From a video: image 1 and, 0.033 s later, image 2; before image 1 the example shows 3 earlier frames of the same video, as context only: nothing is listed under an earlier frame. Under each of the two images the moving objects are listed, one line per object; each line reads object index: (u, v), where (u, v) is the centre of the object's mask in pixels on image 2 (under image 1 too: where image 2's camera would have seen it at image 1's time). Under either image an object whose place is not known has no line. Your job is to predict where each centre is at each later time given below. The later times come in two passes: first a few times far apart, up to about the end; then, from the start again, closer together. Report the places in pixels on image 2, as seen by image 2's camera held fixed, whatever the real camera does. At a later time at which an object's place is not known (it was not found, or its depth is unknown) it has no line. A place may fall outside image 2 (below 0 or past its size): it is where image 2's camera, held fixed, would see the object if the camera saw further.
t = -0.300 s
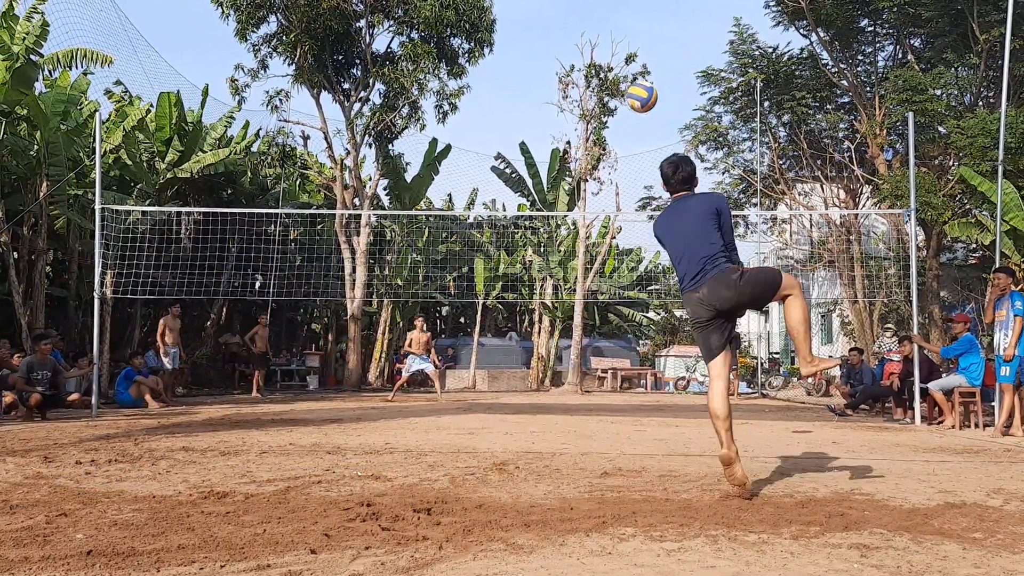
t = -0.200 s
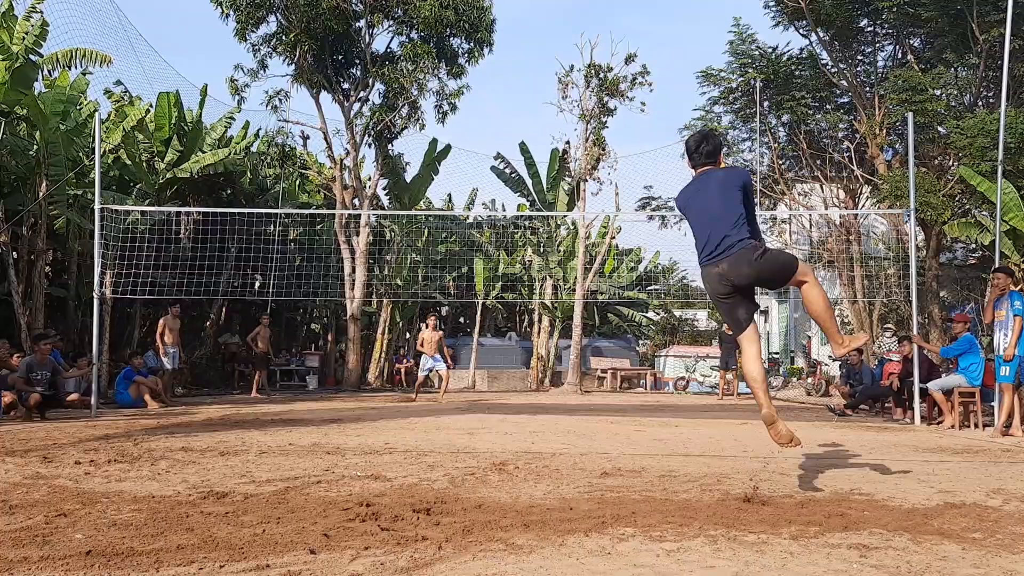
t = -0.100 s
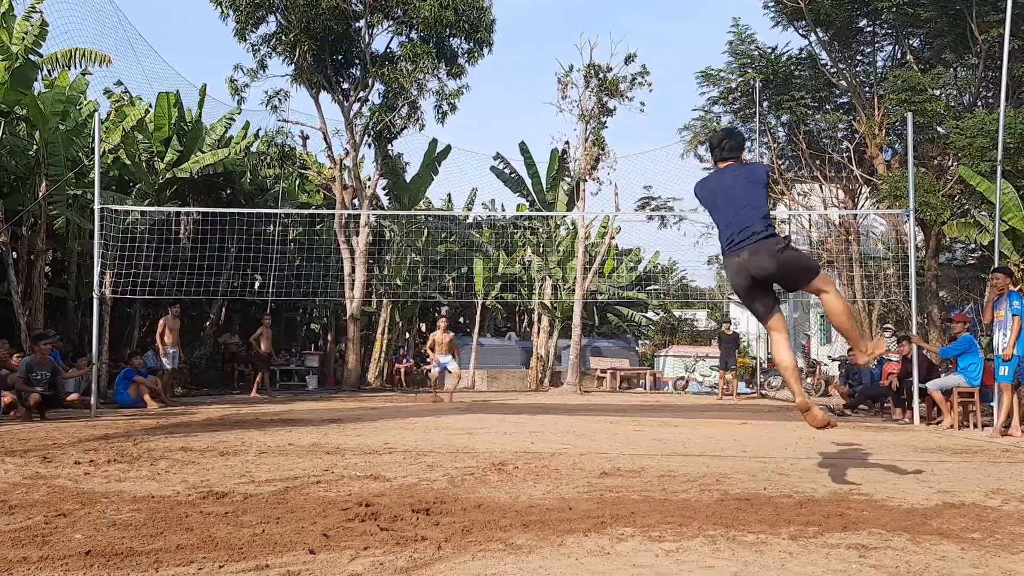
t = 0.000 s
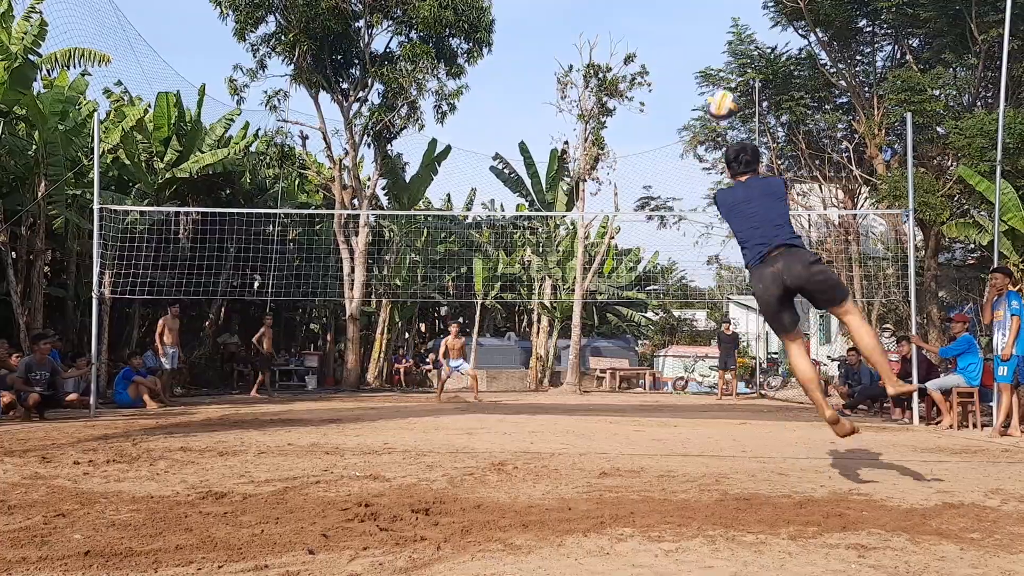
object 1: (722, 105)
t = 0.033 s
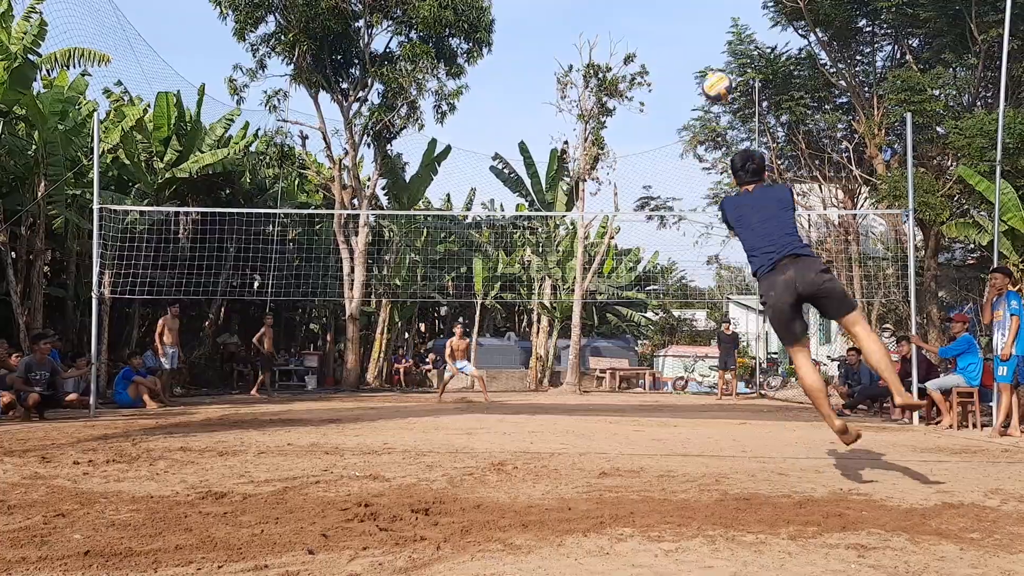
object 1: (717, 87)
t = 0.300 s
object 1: (688, 16)
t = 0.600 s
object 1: (667, 37)
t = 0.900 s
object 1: (653, 119)
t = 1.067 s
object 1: (645, 182)
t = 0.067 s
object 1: (712, 71)
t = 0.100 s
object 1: (708, 57)
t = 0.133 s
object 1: (705, 46)
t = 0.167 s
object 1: (701, 37)
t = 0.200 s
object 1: (698, 29)
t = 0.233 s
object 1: (694, 23)
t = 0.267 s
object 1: (691, 19)
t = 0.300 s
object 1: (688, 16)
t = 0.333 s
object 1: (685, 14)
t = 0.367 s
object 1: (682, 14)
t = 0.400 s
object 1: (679, 14)
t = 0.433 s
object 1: (677, 15)
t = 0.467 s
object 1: (675, 18)
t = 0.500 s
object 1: (673, 21)
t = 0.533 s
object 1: (671, 26)
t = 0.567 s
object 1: (670, 31)
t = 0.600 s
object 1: (667, 37)
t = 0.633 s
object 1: (665, 44)
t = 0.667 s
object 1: (663, 51)
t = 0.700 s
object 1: (662, 59)
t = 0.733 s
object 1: (660, 67)
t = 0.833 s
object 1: (656, 97)
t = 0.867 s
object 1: (654, 108)
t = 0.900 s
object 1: (653, 119)
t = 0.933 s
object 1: (651, 131)
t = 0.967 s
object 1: (650, 143)
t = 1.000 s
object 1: (648, 156)
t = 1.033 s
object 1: (647, 169)
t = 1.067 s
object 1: (645, 182)
